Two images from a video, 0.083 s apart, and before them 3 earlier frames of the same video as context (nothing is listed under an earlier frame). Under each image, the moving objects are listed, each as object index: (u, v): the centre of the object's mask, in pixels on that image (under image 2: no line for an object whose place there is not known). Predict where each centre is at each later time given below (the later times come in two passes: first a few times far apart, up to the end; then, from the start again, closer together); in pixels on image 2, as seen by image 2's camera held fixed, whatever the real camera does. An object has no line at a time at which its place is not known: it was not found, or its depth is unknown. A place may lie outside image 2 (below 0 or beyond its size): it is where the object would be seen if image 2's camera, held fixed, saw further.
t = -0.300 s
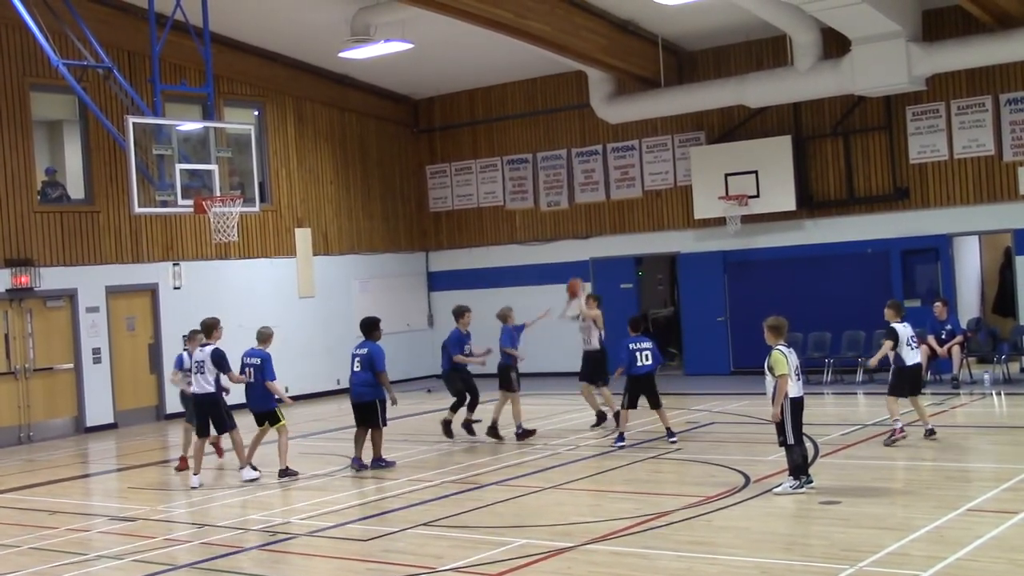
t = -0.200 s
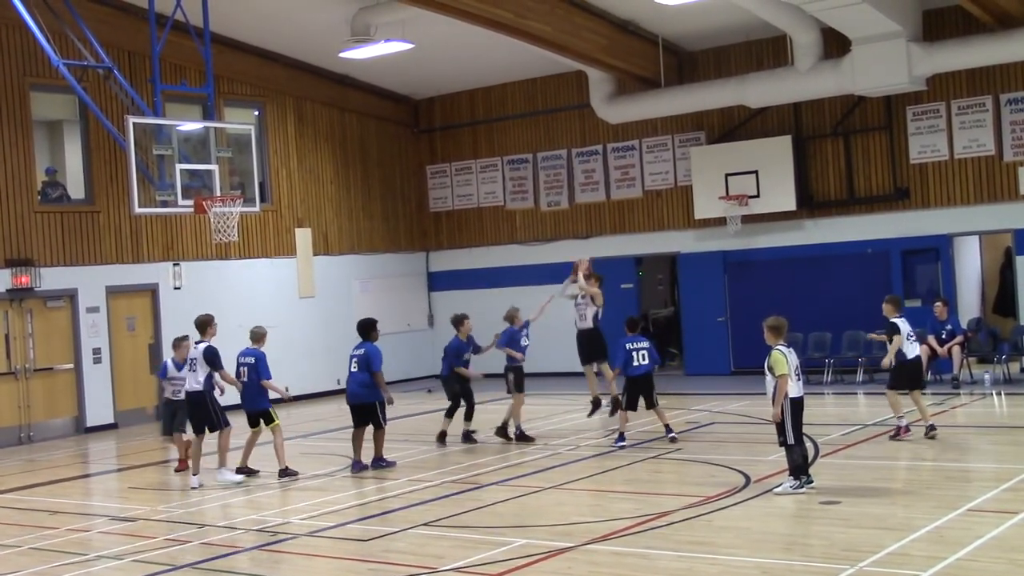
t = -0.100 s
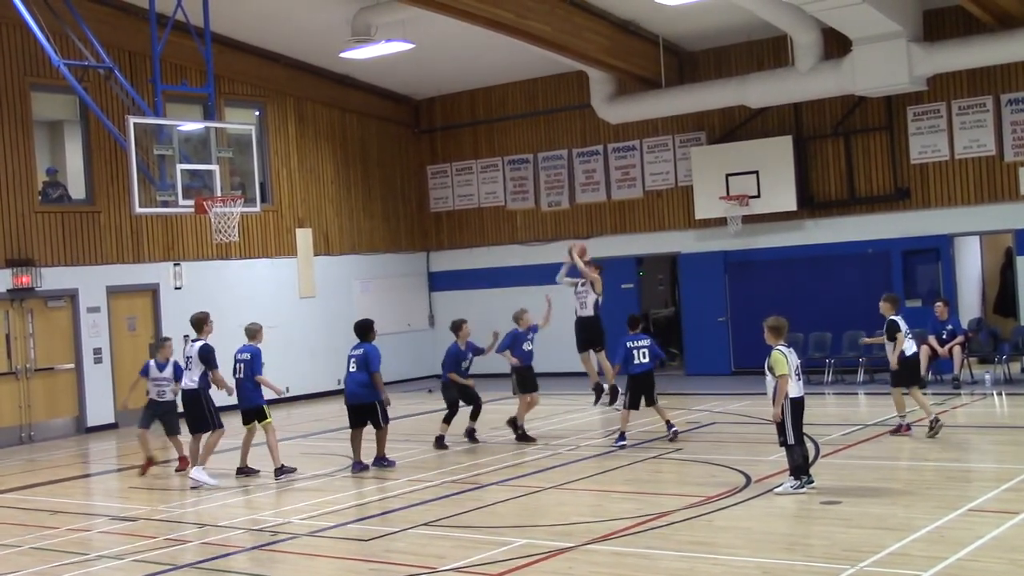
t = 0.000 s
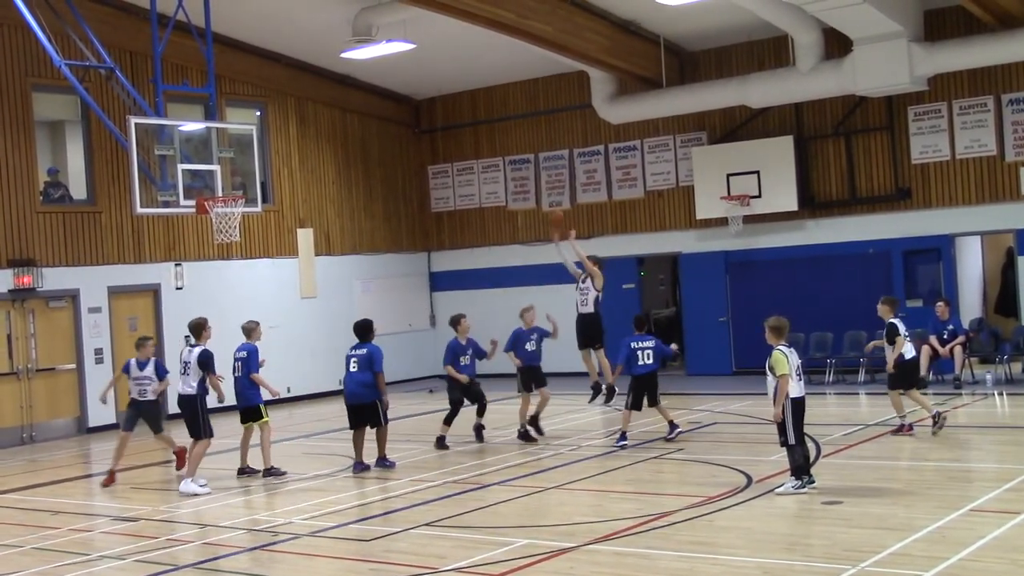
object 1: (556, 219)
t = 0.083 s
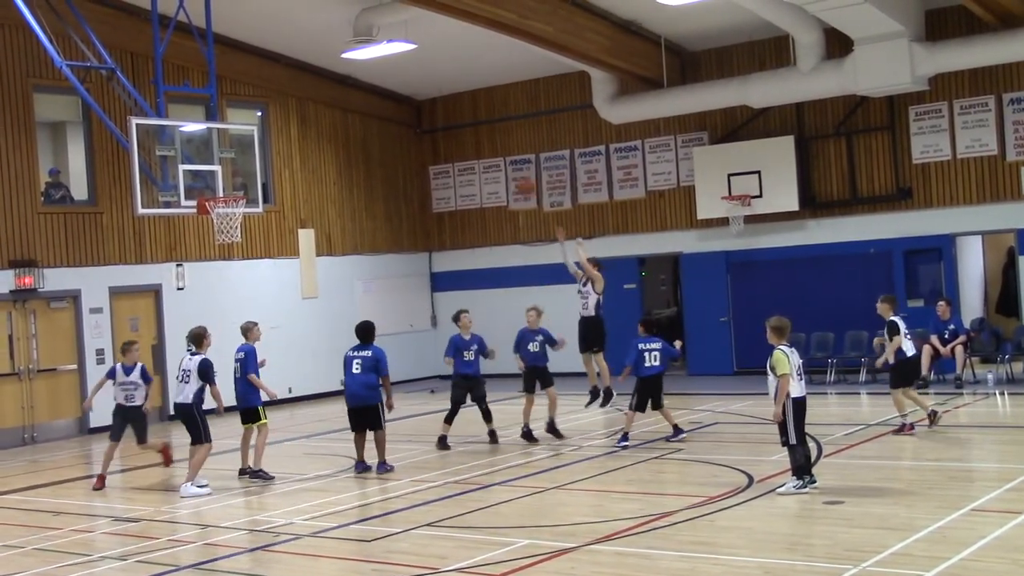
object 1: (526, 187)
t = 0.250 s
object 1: (467, 140)
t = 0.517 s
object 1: (374, 112)
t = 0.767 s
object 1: (286, 138)
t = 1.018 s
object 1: (219, 212)
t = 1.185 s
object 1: (235, 252)
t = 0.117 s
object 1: (516, 177)
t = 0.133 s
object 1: (509, 172)
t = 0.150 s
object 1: (503, 166)
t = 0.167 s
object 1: (496, 160)
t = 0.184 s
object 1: (491, 156)
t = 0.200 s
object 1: (485, 151)
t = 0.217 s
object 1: (479, 148)
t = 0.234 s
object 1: (474, 144)
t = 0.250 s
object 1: (467, 140)
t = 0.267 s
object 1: (462, 137)
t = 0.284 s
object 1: (455, 133)
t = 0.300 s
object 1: (449, 131)
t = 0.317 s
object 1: (443, 128)
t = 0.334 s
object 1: (438, 126)
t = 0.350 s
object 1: (432, 124)
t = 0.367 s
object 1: (426, 121)
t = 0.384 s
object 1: (420, 120)
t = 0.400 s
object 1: (414, 118)
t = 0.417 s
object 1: (409, 116)
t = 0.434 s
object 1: (403, 115)
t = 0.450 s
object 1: (397, 114)
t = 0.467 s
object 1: (391, 113)
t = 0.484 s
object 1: (386, 113)
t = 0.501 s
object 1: (380, 112)
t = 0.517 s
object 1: (374, 112)
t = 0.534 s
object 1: (368, 112)
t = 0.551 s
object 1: (362, 112)
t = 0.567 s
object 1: (357, 113)
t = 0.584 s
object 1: (351, 114)
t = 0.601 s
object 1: (346, 114)
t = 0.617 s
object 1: (340, 115)
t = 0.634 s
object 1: (334, 116)
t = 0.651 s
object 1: (327, 117)
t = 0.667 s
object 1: (321, 119)
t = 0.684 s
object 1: (316, 122)
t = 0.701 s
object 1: (309, 124)
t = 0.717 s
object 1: (304, 127)
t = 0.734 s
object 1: (298, 131)
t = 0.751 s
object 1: (293, 134)
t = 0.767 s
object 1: (286, 138)
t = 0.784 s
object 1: (281, 141)
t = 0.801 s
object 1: (275, 146)
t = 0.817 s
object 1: (270, 149)
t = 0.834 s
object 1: (264, 154)
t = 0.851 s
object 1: (259, 159)
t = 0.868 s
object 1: (252, 165)
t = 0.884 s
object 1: (247, 169)
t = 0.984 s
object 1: (217, 206)
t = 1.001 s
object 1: (218, 208)
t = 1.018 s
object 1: (219, 212)
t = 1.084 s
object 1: (224, 234)
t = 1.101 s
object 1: (227, 238)
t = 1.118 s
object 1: (230, 239)
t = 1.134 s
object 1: (231, 241)
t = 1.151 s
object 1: (233, 245)
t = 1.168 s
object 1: (234, 247)
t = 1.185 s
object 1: (235, 252)
